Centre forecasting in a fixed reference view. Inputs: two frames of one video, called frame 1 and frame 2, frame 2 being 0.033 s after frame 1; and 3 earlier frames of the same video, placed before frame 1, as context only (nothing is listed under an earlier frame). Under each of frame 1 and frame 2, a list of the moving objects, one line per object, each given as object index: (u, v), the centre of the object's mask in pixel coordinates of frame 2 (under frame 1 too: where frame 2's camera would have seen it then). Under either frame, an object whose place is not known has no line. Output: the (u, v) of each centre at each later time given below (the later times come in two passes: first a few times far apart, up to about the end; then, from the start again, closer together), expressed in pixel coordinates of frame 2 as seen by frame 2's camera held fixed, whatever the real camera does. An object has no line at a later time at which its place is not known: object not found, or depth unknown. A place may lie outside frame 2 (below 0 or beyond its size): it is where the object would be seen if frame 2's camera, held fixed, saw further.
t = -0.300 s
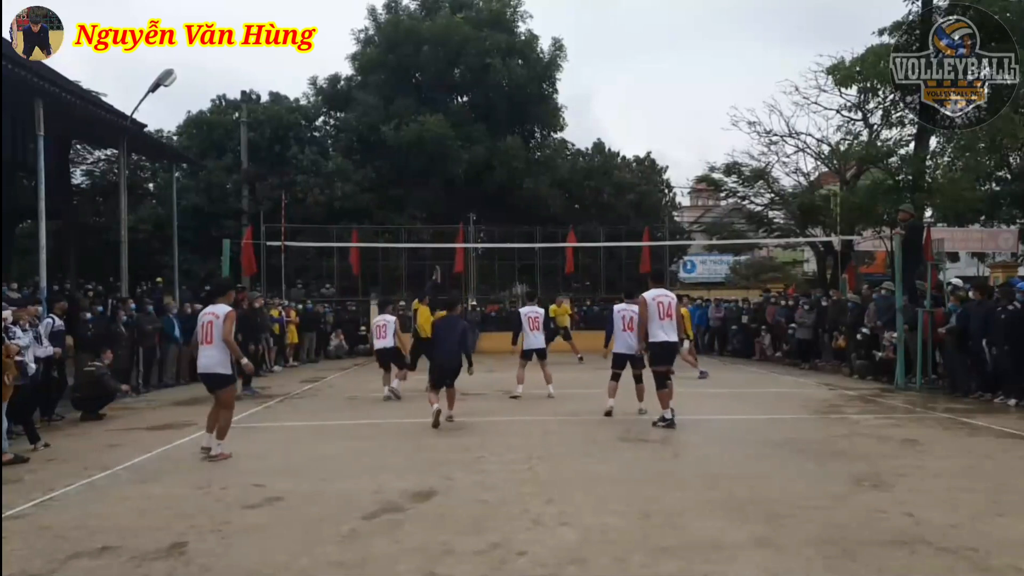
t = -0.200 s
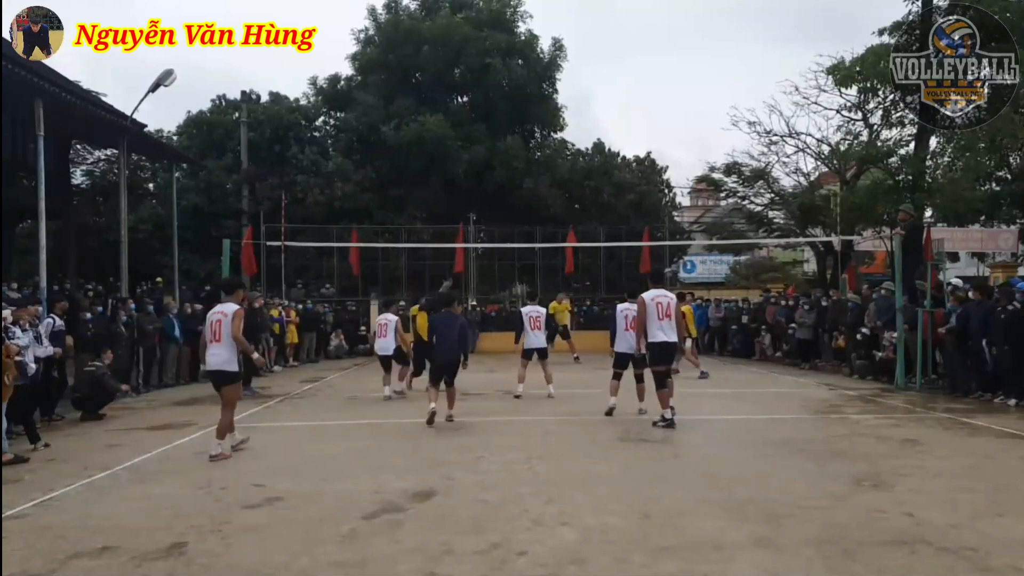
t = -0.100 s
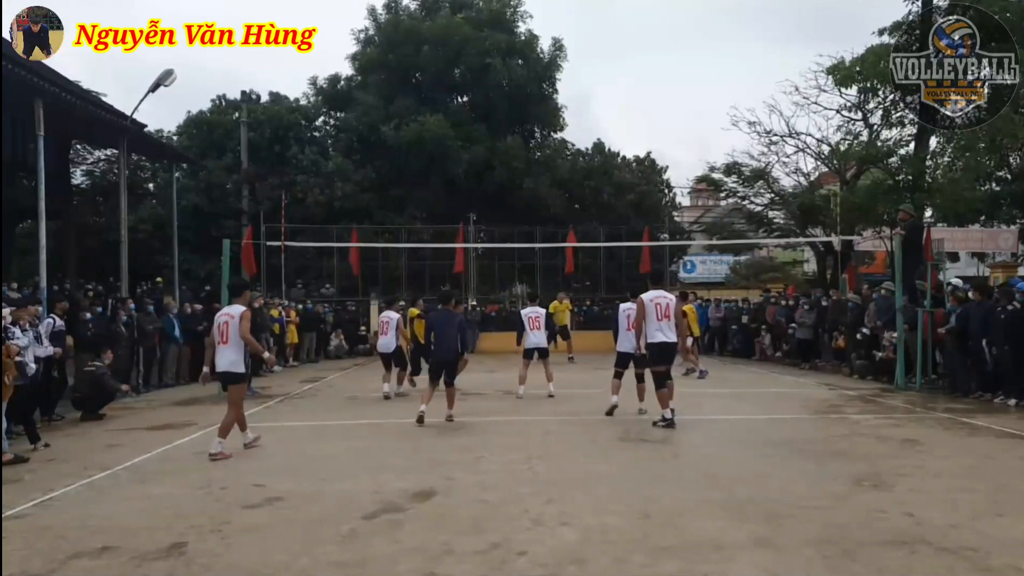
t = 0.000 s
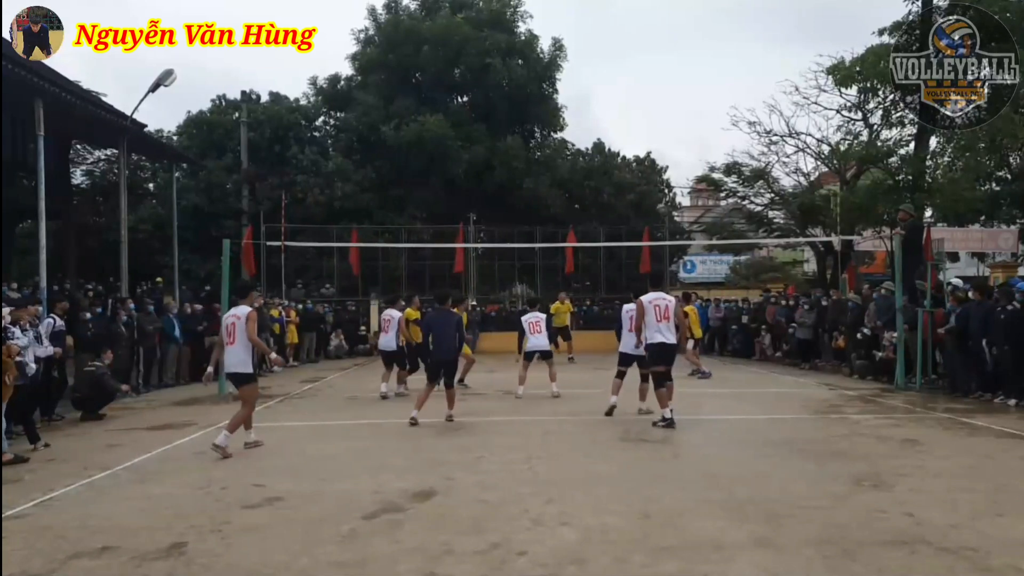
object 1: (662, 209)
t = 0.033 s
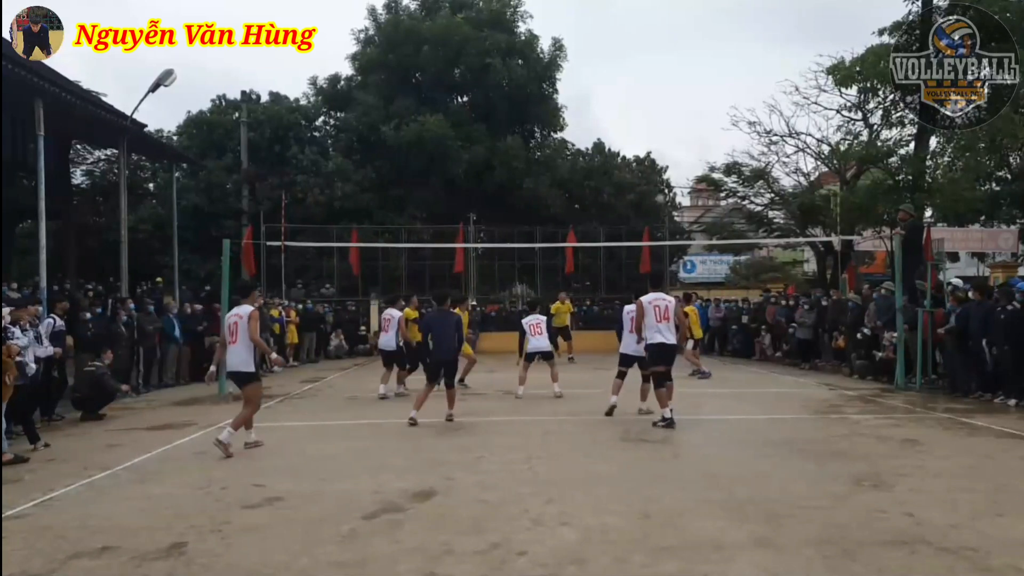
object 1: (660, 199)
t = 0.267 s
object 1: (652, 149)
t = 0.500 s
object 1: (646, 121)
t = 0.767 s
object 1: (638, 121)
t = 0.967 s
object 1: (631, 144)
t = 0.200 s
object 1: (656, 159)
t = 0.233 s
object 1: (654, 154)
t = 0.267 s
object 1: (652, 149)
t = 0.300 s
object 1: (652, 143)
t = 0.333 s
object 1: (651, 138)
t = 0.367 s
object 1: (650, 134)
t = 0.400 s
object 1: (649, 129)
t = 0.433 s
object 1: (648, 127)
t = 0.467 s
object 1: (647, 124)
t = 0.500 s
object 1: (646, 121)
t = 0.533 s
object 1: (645, 120)
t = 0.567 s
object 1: (644, 118)
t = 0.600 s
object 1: (643, 117)
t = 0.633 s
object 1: (642, 117)
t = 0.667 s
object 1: (641, 117)
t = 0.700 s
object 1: (640, 118)
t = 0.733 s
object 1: (639, 119)
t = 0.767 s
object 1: (638, 121)
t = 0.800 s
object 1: (637, 123)
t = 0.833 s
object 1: (636, 127)
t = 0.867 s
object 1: (635, 130)
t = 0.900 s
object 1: (633, 134)
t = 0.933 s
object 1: (632, 139)
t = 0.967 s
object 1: (631, 144)
